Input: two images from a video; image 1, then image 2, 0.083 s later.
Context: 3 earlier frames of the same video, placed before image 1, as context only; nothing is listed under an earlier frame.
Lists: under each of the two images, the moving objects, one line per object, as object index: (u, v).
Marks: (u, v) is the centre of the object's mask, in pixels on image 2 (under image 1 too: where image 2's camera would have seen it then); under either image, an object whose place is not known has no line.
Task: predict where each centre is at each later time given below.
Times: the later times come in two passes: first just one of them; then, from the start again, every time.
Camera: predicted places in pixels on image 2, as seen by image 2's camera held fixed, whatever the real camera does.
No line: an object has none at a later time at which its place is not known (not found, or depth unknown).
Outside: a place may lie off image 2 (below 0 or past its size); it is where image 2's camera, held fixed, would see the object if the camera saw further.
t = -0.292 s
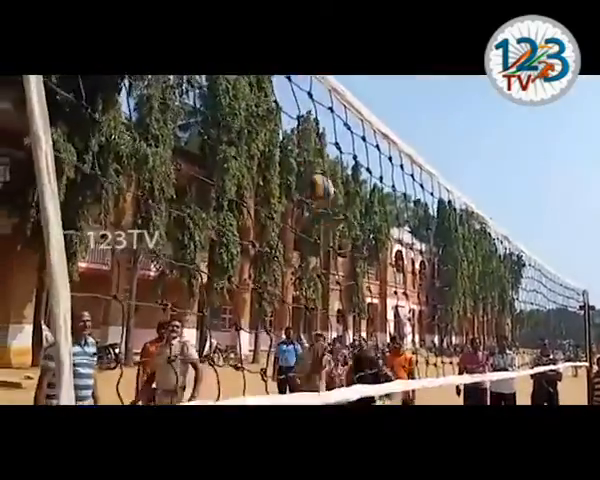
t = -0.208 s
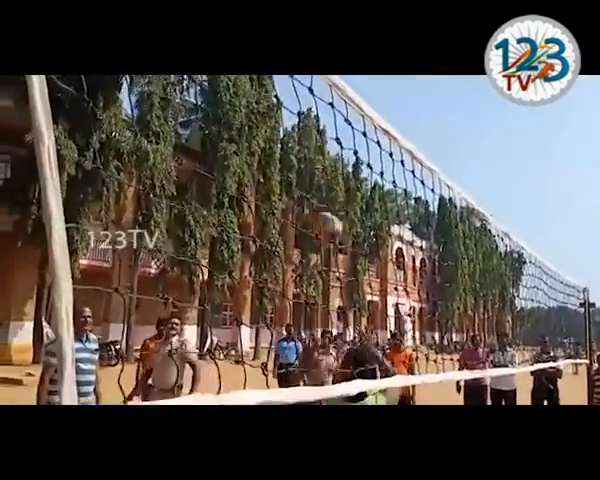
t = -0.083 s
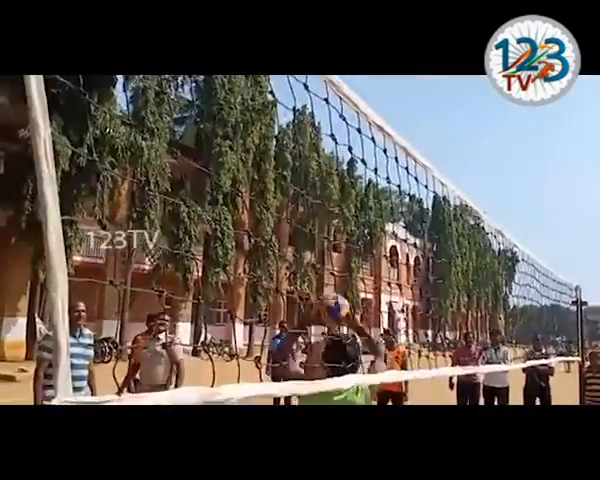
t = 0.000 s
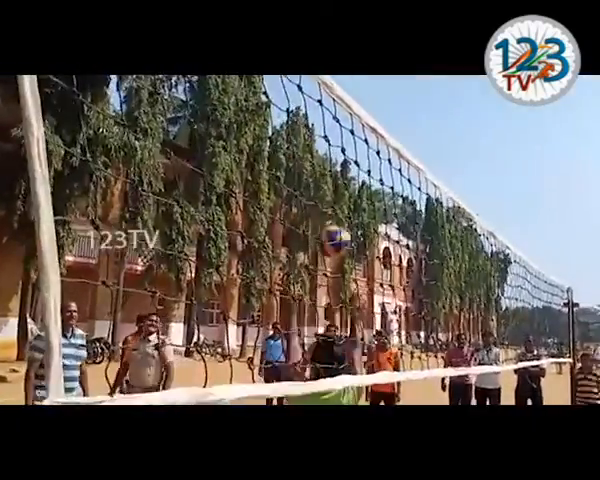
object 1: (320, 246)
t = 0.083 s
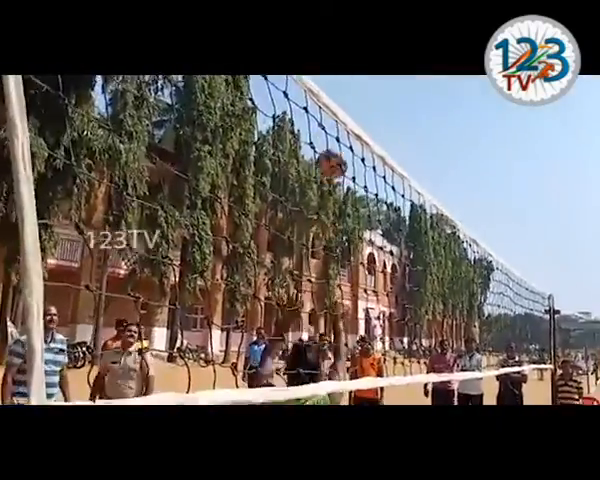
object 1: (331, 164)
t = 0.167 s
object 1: (335, 128)
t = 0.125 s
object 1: (335, 142)
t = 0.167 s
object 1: (335, 128)
